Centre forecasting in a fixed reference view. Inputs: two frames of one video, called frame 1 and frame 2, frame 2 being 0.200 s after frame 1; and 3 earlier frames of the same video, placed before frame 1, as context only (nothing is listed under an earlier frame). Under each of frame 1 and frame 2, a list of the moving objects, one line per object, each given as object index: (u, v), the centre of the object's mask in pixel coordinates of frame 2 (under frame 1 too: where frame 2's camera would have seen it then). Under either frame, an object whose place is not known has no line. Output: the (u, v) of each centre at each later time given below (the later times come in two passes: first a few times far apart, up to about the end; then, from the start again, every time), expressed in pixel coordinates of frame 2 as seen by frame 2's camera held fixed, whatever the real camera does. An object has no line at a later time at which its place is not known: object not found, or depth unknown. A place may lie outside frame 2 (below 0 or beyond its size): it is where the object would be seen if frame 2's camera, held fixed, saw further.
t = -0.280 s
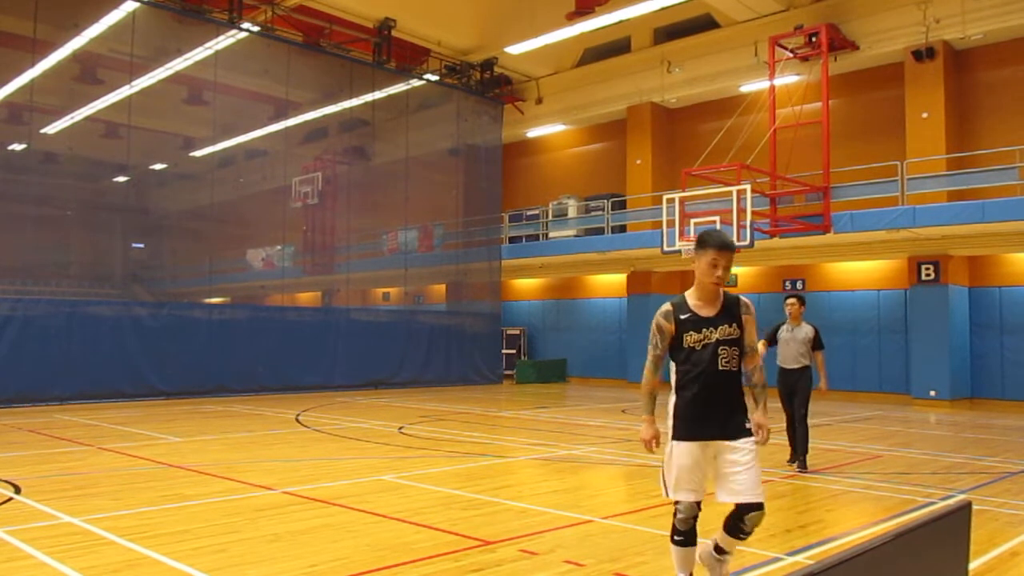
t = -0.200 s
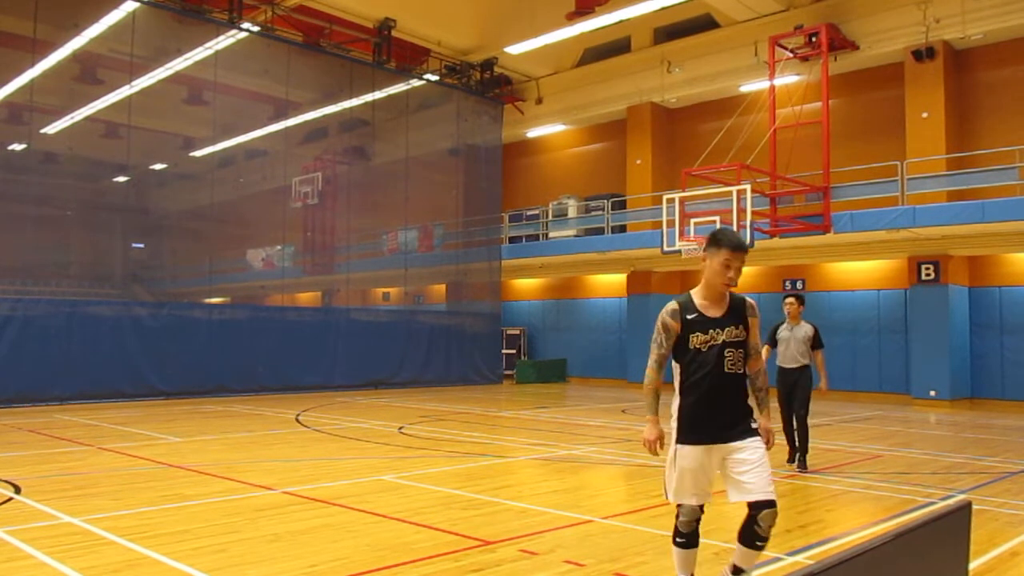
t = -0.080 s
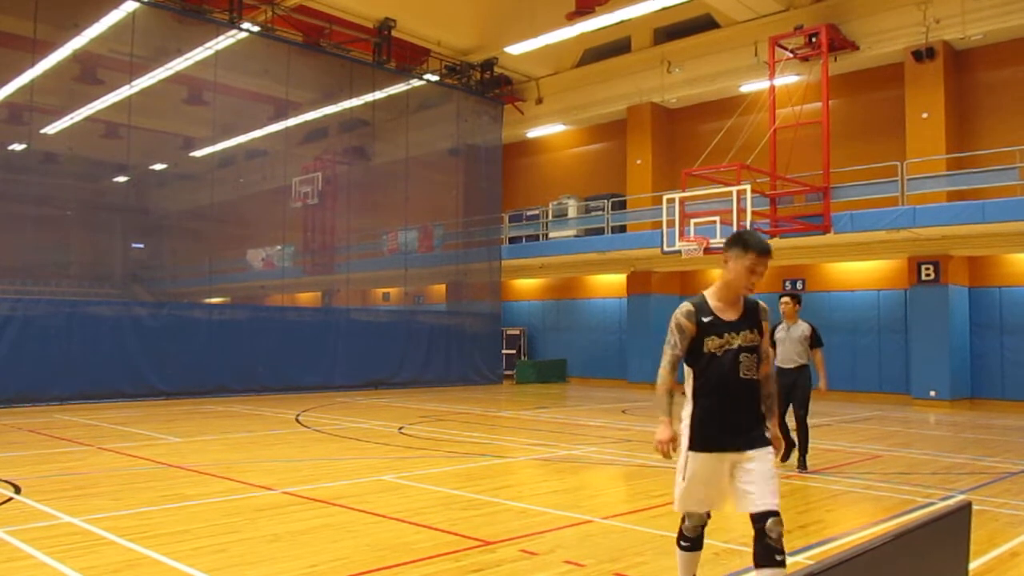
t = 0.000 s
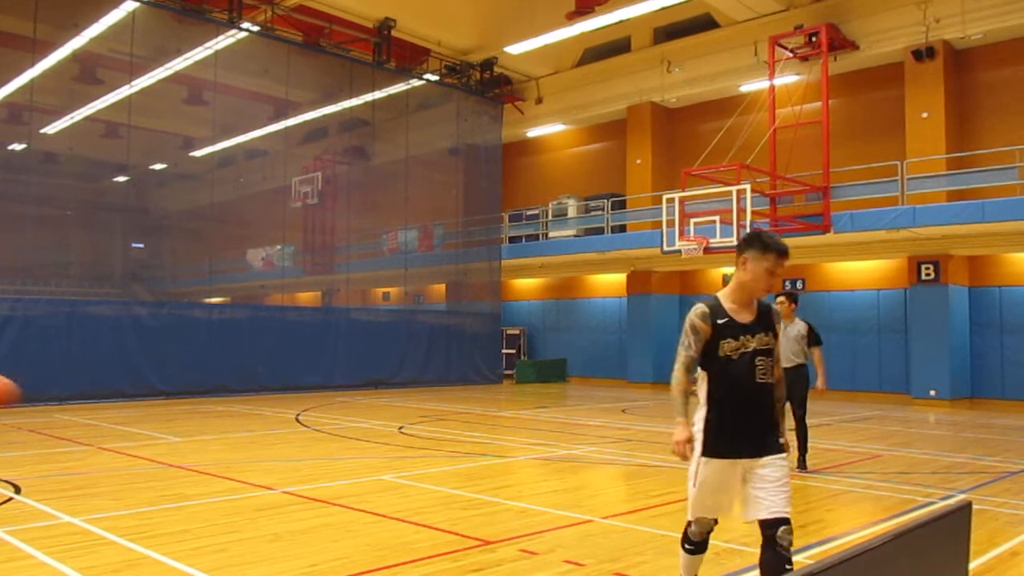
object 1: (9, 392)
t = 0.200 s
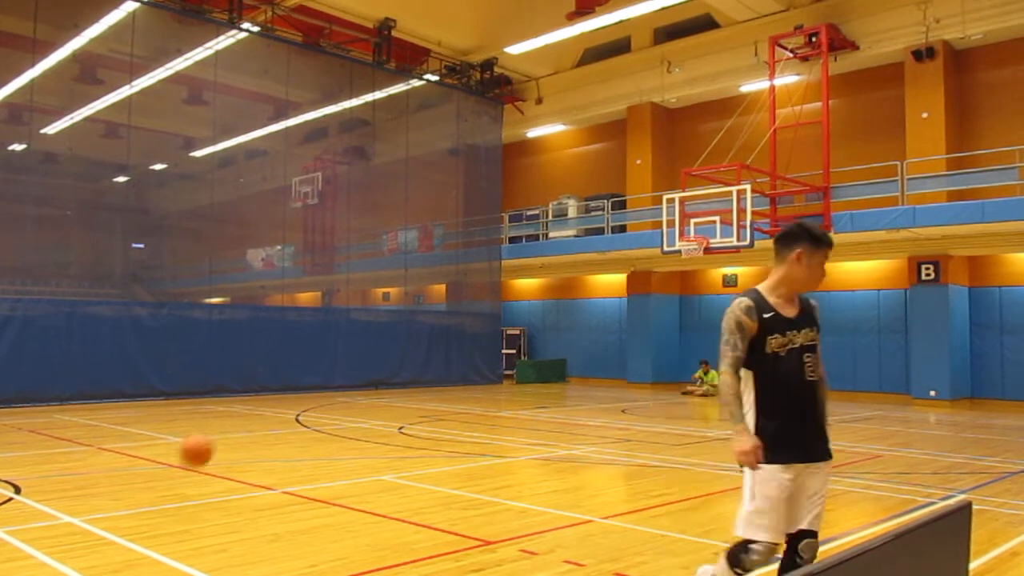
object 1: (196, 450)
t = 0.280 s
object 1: (241, 403)
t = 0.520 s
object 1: (361, 329)
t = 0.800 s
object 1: (484, 338)
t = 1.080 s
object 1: (591, 435)
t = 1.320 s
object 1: (679, 412)
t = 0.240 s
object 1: (220, 426)
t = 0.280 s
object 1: (241, 403)
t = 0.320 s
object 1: (262, 384)
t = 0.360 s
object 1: (283, 370)
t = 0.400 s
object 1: (303, 356)
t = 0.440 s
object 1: (323, 345)
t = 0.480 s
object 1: (343, 336)
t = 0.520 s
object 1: (361, 329)
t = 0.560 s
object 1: (379, 324)
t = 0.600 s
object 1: (397, 322)
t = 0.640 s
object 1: (416, 321)
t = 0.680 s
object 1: (434, 323)
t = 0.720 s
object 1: (451, 325)
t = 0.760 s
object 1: (467, 330)
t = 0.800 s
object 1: (484, 338)
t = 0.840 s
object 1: (500, 347)
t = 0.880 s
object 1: (516, 357)
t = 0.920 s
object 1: (532, 369)
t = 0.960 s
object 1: (547, 382)
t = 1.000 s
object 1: (562, 397)
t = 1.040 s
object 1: (576, 415)
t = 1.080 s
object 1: (591, 435)
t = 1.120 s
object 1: (605, 456)
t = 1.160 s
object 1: (620, 468)
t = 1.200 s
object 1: (635, 449)
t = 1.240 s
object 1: (650, 435)
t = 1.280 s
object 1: (665, 423)
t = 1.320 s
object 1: (679, 412)
